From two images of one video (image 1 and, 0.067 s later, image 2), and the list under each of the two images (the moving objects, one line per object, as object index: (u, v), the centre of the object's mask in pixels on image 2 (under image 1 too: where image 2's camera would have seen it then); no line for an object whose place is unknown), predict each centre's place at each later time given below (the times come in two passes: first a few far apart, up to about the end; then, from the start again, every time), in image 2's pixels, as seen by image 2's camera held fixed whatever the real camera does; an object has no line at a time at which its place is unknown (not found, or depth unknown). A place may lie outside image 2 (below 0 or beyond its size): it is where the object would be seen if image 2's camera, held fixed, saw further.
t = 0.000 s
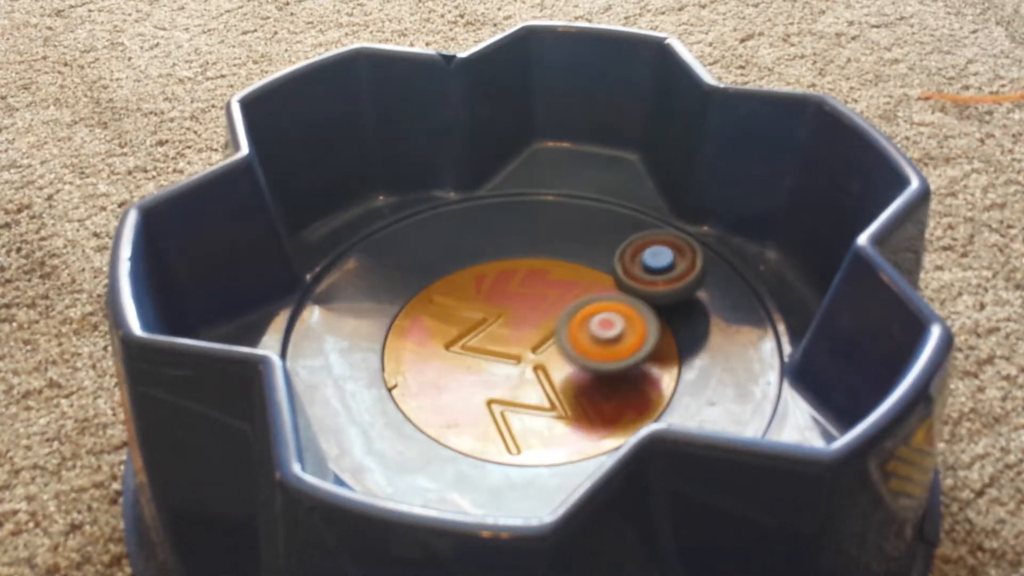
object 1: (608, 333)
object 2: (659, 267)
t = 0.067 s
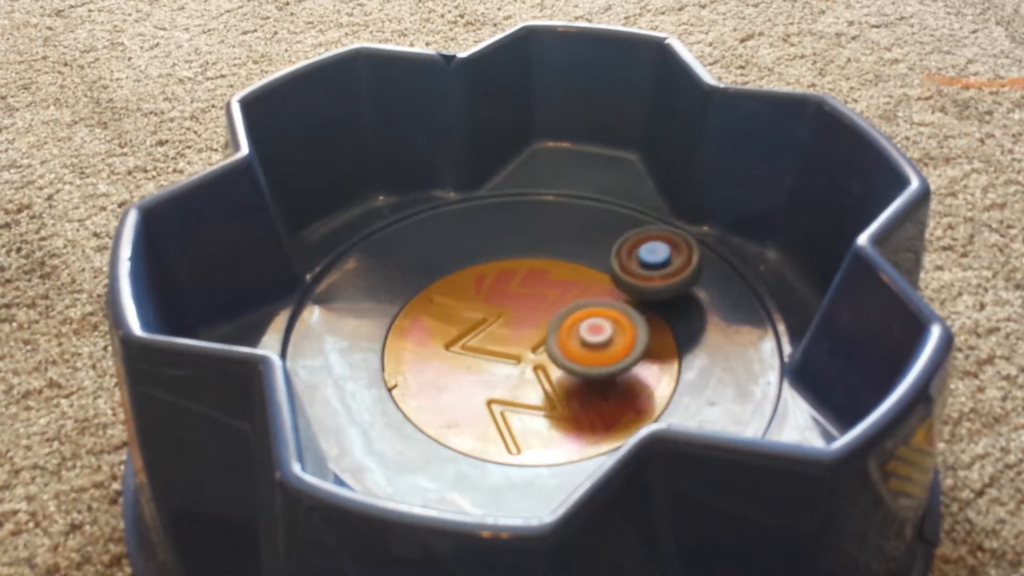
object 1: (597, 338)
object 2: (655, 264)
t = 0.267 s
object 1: (608, 359)
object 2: (588, 267)
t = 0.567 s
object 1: (672, 359)
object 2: (492, 369)
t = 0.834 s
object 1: (642, 328)
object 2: (576, 434)
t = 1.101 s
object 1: (547, 238)
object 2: (666, 413)
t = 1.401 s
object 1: (549, 247)
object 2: (666, 382)
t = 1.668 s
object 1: (442, 275)
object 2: (547, 347)
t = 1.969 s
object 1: (384, 289)
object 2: (451, 386)
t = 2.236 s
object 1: (406, 341)
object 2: (517, 391)
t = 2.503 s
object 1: (479, 357)
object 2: (548, 306)
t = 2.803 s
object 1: (559, 321)
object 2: (433, 266)
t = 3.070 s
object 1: (578, 293)
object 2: (448, 341)
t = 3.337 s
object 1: (596, 259)
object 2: (569, 360)
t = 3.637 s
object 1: (554, 194)
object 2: (650, 338)
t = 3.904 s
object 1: (513, 179)
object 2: (625, 309)
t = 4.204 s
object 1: (478, 234)
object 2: (515, 355)
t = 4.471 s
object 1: (489, 305)
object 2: (494, 383)
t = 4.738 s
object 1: (511, 181)
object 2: (531, 475)
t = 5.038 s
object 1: (462, 230)
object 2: (519, 482)
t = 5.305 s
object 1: (457, 305)
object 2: (518, 424)
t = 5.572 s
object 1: (437, 312)
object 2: (541, 366)
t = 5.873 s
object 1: (412, 369)
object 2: (529, 291)
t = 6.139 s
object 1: (473, 394)
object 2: (453, 271)
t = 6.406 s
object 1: (552, 387)
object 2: (448, 313)
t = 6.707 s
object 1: (673, 354)
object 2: (524, 311)
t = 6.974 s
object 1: (668, 303)
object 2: (576, 272)
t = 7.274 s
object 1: (663, 298)
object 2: (472, 252)
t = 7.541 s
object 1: (594, 311)
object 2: (448, 330)
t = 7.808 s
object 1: (582, 293)
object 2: (459, 425)
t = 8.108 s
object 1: (539, 324)
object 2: (561, 446)
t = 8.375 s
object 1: (538, 318)
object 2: (614, 368)
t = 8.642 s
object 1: (482, 314)
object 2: (571, 282)
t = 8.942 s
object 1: (432, 337)
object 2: (508, 218)
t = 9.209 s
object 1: (441, 360)
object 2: (468, 211)
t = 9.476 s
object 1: (498, 357)
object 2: (468, 286)
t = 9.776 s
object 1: (624, 381)
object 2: (496, 307)
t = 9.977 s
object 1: (667, 356)
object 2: (549, 332)
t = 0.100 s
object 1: (597, 339)
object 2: (649, 264)
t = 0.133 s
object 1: (600, 338)
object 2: (640, 265)
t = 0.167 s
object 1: (605, 339)
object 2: (626, 267)
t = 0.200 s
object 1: (606, 348)
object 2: (613, 266)
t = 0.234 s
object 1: (605, 355)
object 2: (601, 264)
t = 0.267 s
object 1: (608, 359)
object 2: (588, 267)
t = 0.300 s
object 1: (613, 362)
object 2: (574, 274)
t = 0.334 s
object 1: (618, 363)
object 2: (561, 284)
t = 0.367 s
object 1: (624, 364)
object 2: (550, 296)
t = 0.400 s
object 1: (628, 364)
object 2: (542, 311)
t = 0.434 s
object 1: (632, 363)
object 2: (535, 327)
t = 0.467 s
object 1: (633, 362)
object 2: (530, 340)
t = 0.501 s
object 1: (639, 361)
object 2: (526, 353)
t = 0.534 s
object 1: (662, 361)
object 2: (506, 361)
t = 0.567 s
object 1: (672, 359)
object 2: (492, 369)
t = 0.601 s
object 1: (673, 354)
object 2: (484, 381)
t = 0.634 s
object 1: (670, 349)
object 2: (484, 393)
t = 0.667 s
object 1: (669, 344)
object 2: (492, 409)
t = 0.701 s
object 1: (667, 341)
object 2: (502, 419)
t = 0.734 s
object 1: (664, 337)
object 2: (520, 428)
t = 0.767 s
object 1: (659, 333)
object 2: (539, 433)
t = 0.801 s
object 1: (651, 330)
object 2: (558, 437)
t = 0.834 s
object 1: (642, 328)
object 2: (576, 434)
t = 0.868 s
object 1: (633, 326)
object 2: (589, 428)
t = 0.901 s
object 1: (623, 325)
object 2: (601, 420)
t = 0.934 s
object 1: (613, 325)
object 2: (611, 409)
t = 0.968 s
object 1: (601, 325)
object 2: (622, 398)
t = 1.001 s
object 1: (592, 321)
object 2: (629, 391)
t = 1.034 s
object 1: (584, 312)
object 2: (634, 388)
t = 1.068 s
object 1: (565, 271)
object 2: (653, 406)
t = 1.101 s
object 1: (547, 238)
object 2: (666, 413)
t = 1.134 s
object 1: (530, 210)
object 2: (676, 414)
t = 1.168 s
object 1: (512, 187)
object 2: (687, 413)
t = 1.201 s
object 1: (518, 184)
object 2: (695, 411)
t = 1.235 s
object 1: (533, 195)
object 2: (700, 409)
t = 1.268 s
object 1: (543, 204)
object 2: (699, 405)
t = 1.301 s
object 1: (549, 214)
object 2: (695, 401)
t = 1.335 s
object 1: (553, 225)
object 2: (687, 395)
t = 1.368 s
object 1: (552, 237)
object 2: (678, 389)
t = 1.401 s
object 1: (549, 247)
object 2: (666, 382)
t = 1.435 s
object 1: (543, 258)
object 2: (653, 374)
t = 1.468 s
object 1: (535, 267)
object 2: (640, 365)
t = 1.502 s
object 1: (525, 274)
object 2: (621, 355)
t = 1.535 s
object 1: (515, 279)
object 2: (601, 345)
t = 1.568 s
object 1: (504, 282)
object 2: (582, 340)
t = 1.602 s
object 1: (492, 285)
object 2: (562, 337)
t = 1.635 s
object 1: (466, 280)
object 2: (557, 343)
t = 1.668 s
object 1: (442, 275)
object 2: (547, 347)
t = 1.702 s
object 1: (429, 268)
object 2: (535, 349)
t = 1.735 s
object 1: (424, 265)
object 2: (521, 351)
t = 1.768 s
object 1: (418, 266)
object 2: (506, 354)
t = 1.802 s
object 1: (412, 269)
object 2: (493, 357)
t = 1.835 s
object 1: (406, 271)
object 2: (480, 362)
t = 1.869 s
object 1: (400, 275)
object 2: (469, 367)
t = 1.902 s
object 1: (394, 280)
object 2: (461, 373)
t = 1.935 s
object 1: (389, 284)
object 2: (454, 380)
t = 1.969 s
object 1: (384, 289)
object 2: (451, 386)
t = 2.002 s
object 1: (382, 294)
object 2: (449, 393)
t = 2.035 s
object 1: (380, 300)
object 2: (452, 400)
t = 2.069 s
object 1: (379, 305)
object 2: (460, 405)
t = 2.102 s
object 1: (381, 312)
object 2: (472, 408)
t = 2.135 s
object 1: (385, 319)
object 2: (486, 407)
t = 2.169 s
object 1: (390, 327)
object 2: (497, 402)
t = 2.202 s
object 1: (397, 334)
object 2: (509, 397)
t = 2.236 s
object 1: (406, 341)
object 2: (517, 391)
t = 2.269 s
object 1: (416, 348)
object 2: (522, 381)
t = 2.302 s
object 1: (422, 351)
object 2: (534, 372)
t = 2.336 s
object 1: (425, 352)
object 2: (549, 364)
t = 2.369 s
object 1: (433, 354)
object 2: (559, 355)
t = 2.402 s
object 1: (443, 355)
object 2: (559, 343)
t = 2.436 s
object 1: (455, 357)
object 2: (557, 331)
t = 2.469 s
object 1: (468, 357)
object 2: (552, 319)
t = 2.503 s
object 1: (479, 357)
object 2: (548, 306)
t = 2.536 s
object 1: (491, 356)
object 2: (542, 296)
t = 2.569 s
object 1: (503, 353)
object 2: (533, 287)
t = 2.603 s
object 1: (512, 349)
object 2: (519, 277)
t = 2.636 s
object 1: (520, 345)
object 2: (505, 271)
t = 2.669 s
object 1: (531, 340)
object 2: (491, 266)
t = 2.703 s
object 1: (540, 336)
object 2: (477, 265)
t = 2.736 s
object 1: (546, 332)
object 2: (463, 263)
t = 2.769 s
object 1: (553, 327)
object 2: (446, 263)
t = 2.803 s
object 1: (559, 321)
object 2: (433, 266)
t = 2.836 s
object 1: (564, 314)
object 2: (422, 272)
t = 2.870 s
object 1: (569, 307)
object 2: (413, 280)
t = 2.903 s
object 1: (573, 299)
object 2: (408, 290)
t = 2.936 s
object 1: (576, 290)
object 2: (407, 302)
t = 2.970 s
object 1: (582, 288)
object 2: (412, 314)
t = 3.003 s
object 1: (584, 289)
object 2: (420, 323)
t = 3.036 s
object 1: (580, 290)
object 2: (432, 333)
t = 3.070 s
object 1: (578, 293)
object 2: (448, 341)
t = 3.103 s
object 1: (576, 296)
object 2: (465, 346)
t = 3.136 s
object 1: (575, 295)
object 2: (484, 351)
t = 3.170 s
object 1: (576, 294)
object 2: (506, 351)
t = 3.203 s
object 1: (580, 292)
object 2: (519, 353)
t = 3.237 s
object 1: (589, 280)
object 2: (525, 359)
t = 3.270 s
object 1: (593, 271)
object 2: (539, 361)
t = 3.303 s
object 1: (595, 264)
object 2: (555, 362)
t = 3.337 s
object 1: (596, 259)
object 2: (569, 360)
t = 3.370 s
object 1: (596, 253)
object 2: (582, 355)
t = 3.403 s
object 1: (595, 249)
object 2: (596, 348)
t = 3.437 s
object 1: (594, 245)
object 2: (606, 339)
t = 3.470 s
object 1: (592, 242)
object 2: (615, 331)
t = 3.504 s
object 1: (589, 242)
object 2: (619, 322)
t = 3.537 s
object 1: (586, 241)
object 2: (622, 313)
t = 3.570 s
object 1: (578, 229)
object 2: (631, 316)
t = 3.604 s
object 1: (566, 208)
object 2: (645, 332)
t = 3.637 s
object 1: (554, 194)
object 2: (650, 338)
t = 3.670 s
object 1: (544, 184)
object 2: (653, 340)
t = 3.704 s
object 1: (537, 179)
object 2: (658, 336)
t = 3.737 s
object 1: (531, 176)
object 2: (661, 330)
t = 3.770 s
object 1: (526, 174)
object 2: (661, 325)
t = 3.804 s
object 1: (522, 173)
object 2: (658, 317)
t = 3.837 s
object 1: (518, 175)
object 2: (649, 314)
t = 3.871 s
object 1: (516, 177)
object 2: (638, 310)
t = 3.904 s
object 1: (513, 179)
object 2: (625, 309)
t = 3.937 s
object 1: (509, 183)
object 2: (614, 306)
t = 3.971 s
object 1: (505, 186)
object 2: (598, 309)
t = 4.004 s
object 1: (501, 192)
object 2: (583, 312)
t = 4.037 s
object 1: (496, 196)
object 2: (570, 315)
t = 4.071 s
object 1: (492, 202)
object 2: (557, 322)
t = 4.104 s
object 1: (488, 208)
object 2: (545, 328)
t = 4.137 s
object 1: (484, 216)
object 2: (533, 337)
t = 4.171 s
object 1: (481, 224)
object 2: (523, 345)
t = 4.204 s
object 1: (478, 234)
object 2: (515, 355)
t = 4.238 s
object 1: (476, 245)
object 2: (509, 364)
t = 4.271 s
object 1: (474, 256)
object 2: (504, 374)
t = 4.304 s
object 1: (472, 267)
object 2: (497, 379)
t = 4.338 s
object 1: (471, 279)
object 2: (494, 382)
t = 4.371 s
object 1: (473, 288)
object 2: (496, 384)
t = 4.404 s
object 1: (480, 296)
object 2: (501, 386)
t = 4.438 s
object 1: (484, 301)
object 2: (498, 384)
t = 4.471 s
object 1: (489, 305)
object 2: (494, 383)
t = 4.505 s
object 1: (497, 279)
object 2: (491, 423)
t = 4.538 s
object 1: (504, 249)
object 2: (492, 462)
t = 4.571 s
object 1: (509, 223)
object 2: (498, 474)
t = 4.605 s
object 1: (513, 203)
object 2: (505, 485)
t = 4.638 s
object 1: (516, 189)
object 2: (513, 486)
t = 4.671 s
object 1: (516, 181)
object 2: (520, 482)
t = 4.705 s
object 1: (514, 178)
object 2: (527, 478)
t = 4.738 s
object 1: (511, 181)
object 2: (531, 475)
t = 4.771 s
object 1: (507, 186)
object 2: (534, 474)
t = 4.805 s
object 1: (501, 189)
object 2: (535, 475)
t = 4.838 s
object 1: (494, 192)
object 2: (535, 477)
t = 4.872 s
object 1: (488, 197)
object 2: (533, 480)
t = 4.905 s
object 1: (482, 202)
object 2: (531, 482)
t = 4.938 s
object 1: (477, 208)
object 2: (529, 484)
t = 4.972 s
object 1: (472, 215)
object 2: (525, 485)
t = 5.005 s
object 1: (467, 222)
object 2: (522, 484)
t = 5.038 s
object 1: (462, 230)
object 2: (519, 482)
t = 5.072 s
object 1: (457, 239)
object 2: (517, 481)
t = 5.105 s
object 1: (453, 248)
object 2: (516, 477)
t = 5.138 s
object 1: (449, 258)
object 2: (517, 473)
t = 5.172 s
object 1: (446, 268)
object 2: (518, 467)
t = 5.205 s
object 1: (444, 278)
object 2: (518, 456)
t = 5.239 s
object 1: (449, 285)
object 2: (516, 446)
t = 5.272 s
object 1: (454, 294)
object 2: (516, 435)
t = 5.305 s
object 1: (457, 305)
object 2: (518, 424)
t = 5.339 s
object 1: (459, 315)
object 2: (519, 413)
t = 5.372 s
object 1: (458, 320)
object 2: (516, 397)
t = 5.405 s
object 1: (457, 320)
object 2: (519, 392)
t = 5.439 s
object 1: (448, 310)
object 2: (530, 394)
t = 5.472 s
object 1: (442, 304)
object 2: (536, 391)
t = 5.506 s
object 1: (440, 303)
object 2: (538, 383)
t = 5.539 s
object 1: (438, 306)
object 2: (541, 373)
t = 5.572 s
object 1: (437, 312)
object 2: (541, 366)
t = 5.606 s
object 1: (435, 319)
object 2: (538, 355)
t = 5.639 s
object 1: (433, 327)
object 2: (537, 347)
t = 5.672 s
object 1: (421, 332)
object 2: (545, 341)
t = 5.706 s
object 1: (414, 337)
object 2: (548, 334)
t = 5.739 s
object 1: (410, 343)
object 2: (546, 326)
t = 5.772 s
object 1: (408, 350)
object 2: (545, 316)
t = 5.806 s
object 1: (407, 357)
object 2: (541, 308)
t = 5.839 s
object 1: (409, 364)
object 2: (536, 299)
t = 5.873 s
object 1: (412, 369)
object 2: (529, 291)
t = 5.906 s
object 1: (417, 375)
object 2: (521, 285)
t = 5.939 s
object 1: (422, 380)
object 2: (511, 278)
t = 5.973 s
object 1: (429, 384)
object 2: (502, 273)
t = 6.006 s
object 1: (437, 388)
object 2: (492, 270)
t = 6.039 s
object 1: (445, 391)
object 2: (482, 268)
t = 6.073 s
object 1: (453, 393)
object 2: (471, 266)
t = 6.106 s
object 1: (463, 393)
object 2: (461, 269)
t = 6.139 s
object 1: (473, 394)
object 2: (453, 271)
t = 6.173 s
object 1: (483, 394)
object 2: (445, 275)
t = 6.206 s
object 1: (493, 392)
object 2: (437, 279)
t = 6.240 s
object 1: (503, 392)
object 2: (436, 285)
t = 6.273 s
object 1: (508, 389)
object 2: (436, 293)
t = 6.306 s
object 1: (512, 382)
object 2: (438, 301)
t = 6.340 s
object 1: (518, 377)
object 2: (443, 311)
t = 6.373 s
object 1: (523, 374)
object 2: (449, 318)
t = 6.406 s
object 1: (552, 387)
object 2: (448, 313)
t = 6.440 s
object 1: (581, 393)
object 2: (449, 308)
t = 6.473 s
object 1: (605, 395)
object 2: (455, 308)
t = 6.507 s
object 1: (620, 392)
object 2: (463, 312)
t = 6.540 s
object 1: (633, 387)
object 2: (470, 316)
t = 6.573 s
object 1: (643, 382)
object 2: (480, 317)
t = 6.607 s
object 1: (653, 375)
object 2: (492, 317)
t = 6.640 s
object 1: (661, 368)
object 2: (503, 317)
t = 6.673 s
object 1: (668, 361)
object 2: (514, 313)
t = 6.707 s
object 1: (673, 354)
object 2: (524, 311)
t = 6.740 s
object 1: (677, 346)
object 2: (535, 306)
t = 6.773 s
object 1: (679, 339)
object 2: (544, 303)
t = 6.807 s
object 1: (678, 333)
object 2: (552, 298)
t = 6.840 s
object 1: (677, 326)
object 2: (560, 293)
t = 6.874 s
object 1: (677, 320)
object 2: (566, 287)
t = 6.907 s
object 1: (675, 314)
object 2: (570, 282)
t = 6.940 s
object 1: (672, 308)
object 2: (574, 277)
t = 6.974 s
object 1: (668, 303)
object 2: (576, 272)
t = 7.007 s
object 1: (662, 297)
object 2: (575, 267)
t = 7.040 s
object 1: (661, 295)
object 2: (572, 261)
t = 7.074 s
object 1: (675, 301)
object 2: (549, 250)
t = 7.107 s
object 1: (680, 307)
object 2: (531, 243)
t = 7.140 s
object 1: (681, 310)
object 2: (521, 242)
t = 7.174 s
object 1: (678, 309)
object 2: (507, 244)
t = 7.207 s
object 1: (676, 306)
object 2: (495, 245)
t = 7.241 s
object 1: (671, 302)
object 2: (484, 247)
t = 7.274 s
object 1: (663, 298)
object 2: (472, 252)
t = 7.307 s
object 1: (657, 297)
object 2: (462, 258)
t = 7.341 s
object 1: (650, 296)
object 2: (452, 266)
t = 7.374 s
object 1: (642, 295)
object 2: (445, 275)
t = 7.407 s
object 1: (632, 296)
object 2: (442, 283)
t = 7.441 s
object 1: (624, 299)
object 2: (441, 294)
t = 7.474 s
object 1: (613, 304)
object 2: (440, 305)
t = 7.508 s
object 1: (603, 308)
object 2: (442, 316)
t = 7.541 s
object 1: (594, 311)
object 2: (448, 330)
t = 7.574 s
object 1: (587, 313)
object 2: (456, 341)
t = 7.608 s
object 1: (581, 315)
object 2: (466, 350)
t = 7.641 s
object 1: (571, 318)
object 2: (477, 358)
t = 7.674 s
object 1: (581, 314)
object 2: (467, 374)
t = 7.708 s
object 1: (596, 305)
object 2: (449, 392)
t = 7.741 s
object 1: (596, 299)
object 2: (445, 403)
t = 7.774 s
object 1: (592, 295)
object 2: (449, 413)
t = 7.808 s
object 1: (582, 293)
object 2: (459, 425)
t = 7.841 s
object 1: (572, 291)
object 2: (470, 434)
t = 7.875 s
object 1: (567, 296)
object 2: (479, 442)
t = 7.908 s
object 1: (561, 304)
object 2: (491, 447)
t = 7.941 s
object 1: (554, 307)
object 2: (503, 453)
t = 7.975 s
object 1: (549, 313)
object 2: (516, 456)
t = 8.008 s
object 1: (542, 317)
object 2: (528, 457)
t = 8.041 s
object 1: (537, 322)
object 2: (540, 456)
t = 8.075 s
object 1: (537, 324)
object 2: (550, 452)
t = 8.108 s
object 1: (539, 324)
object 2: (561, 446)
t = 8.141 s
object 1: (540, 322)
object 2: (571, 438)
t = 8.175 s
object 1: (542, 317)
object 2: (580, 431)
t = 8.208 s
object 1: (543, 314)
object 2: (588, 421)
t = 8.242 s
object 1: (546, 314)
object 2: (598, 412)
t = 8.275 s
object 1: (545, 314)
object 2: (606, 402)
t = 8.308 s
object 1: (544, 316)
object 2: (612, 393)
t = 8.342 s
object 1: (542, 318)
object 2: (614, 383)
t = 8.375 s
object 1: (538, 318)
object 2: (614, 368)
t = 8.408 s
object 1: (531, 319)
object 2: (620, 361)
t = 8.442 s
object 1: (524, 318)
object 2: (619, 351)
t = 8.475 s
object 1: (517, 317)
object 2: (617, 340)
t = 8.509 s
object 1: (511, 316)
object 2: (613, 330)
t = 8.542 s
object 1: (505, 315)
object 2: (607, 318)
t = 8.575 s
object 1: (498, 314)
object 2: (598, 308)
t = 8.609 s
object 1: (491, 314)
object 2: (586, 297)
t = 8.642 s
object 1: (482, 314)
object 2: (571, 282)
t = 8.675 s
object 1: (475, 314)
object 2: (559, 272)
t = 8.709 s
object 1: (469, 314)
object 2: (548, 267)
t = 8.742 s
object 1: (464, 313)
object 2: (535, 263)
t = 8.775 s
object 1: (460, 312)
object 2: (525, 258)
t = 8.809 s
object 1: (449, 320)
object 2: (526, 245)
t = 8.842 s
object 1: (444, 326)
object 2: (526, 234)
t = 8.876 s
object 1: (439, 330)
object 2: (520, 230)
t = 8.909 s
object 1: (435, 333)
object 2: (514, 222)
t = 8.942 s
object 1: (432, 337)
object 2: (508, 218)
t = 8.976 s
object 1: (430, 341)
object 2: (502, 212)
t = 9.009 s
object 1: (428, 344)
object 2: (495, 208)
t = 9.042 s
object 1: (428, 347)
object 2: (490, 205)
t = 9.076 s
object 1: (428, 350)
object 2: (485, 202)
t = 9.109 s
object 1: (430, 353)
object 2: (480, 202)
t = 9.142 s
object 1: (433, 356)
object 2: (475, 204)
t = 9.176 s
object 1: (436, 358)
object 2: (471, 207)
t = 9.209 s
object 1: (441, 360)
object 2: (468, 211)
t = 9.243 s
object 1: (448, 362)
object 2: (465, 218)
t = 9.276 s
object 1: (455, 363)
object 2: (464, 225)
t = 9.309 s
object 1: (462, 364)
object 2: (464, 233)
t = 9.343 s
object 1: (469, 363)
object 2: (464, 241)
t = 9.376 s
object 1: (477, 362)
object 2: (464, 252)
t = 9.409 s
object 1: (484, 360)
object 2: (465, 263)
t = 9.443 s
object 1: (491, 359)
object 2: (466, 276)
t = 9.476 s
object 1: (498, 357)
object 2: (468, 286)
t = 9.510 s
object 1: (508, 359)
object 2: (472, 290)
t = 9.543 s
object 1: (517, 364)
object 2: (478, 294)
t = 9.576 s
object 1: (538, 383)
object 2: (482, 290)
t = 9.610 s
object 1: (560, 388)
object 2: (483, 286)
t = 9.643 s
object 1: (577, 388)
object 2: (480, 288)
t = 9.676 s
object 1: (590, 388)
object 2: (479, 291)
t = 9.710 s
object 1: (602, 386)
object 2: (484, 296)
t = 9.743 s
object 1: (613, 384)
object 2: (489, 302)
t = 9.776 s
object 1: (624, 381)
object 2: (496, 307)
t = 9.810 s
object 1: (633, 378)
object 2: (503, 312)
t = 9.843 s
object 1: (642, 375)
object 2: (511, 317)
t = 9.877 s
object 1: (650, 370)
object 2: (519, 322)
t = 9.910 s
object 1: (656, 366)
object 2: (528, 325)
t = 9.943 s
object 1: (662, 361)
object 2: (539, 329)
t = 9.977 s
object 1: (667, 356)
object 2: (549, 332)
